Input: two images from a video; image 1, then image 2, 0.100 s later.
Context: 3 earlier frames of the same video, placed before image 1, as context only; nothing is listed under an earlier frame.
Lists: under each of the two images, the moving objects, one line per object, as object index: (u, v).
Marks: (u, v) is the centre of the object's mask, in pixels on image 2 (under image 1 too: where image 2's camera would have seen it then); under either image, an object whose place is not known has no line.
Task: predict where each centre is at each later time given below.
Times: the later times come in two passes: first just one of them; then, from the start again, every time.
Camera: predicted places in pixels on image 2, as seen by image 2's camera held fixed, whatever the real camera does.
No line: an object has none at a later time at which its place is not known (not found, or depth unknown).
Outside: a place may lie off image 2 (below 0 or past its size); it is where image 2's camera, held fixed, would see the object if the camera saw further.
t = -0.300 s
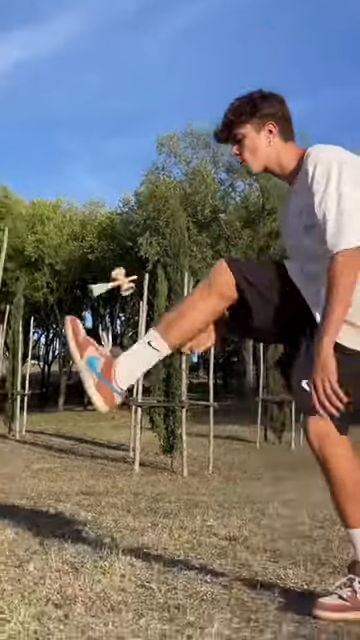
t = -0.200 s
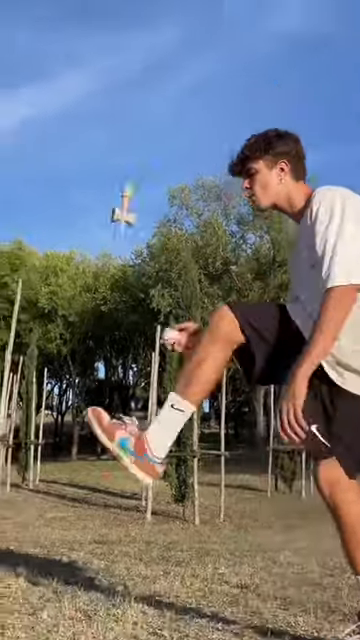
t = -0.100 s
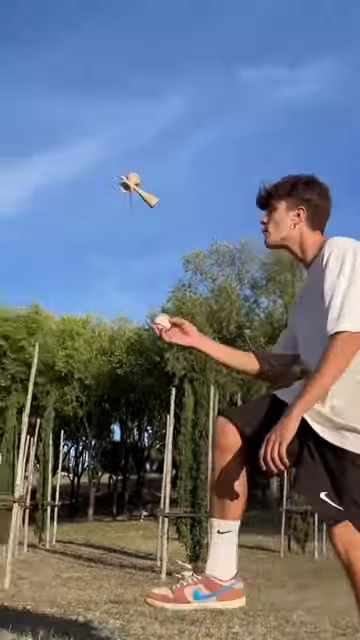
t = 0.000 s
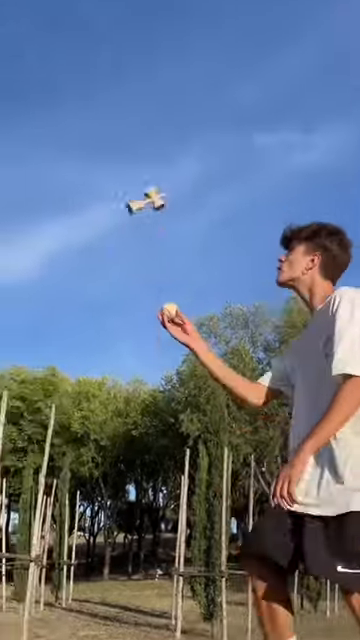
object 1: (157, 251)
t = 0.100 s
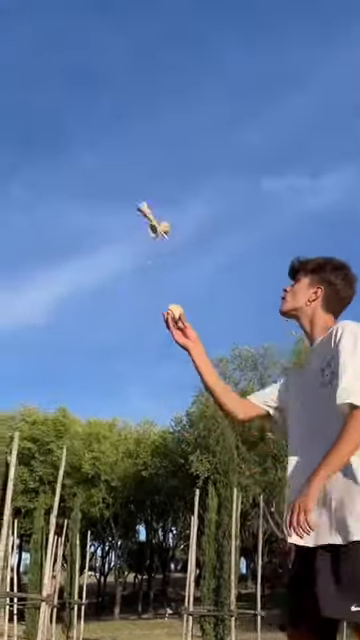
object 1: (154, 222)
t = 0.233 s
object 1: (146, 222)
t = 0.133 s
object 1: (152, 217)
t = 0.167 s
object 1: (152, 217)
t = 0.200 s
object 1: (148, 219)
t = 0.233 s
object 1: (146, 222)
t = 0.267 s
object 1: (147, 232)
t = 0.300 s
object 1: (145, 242)
